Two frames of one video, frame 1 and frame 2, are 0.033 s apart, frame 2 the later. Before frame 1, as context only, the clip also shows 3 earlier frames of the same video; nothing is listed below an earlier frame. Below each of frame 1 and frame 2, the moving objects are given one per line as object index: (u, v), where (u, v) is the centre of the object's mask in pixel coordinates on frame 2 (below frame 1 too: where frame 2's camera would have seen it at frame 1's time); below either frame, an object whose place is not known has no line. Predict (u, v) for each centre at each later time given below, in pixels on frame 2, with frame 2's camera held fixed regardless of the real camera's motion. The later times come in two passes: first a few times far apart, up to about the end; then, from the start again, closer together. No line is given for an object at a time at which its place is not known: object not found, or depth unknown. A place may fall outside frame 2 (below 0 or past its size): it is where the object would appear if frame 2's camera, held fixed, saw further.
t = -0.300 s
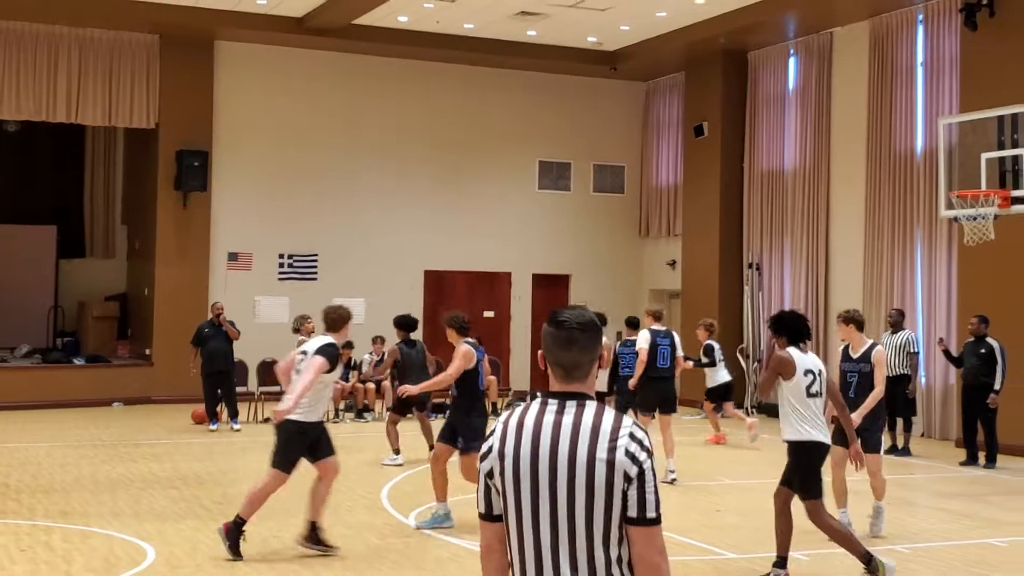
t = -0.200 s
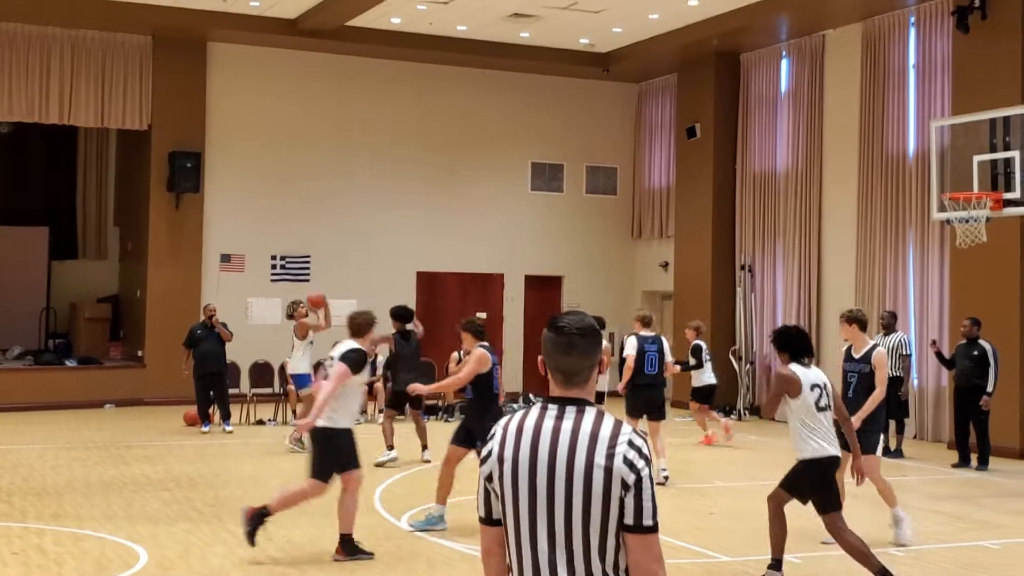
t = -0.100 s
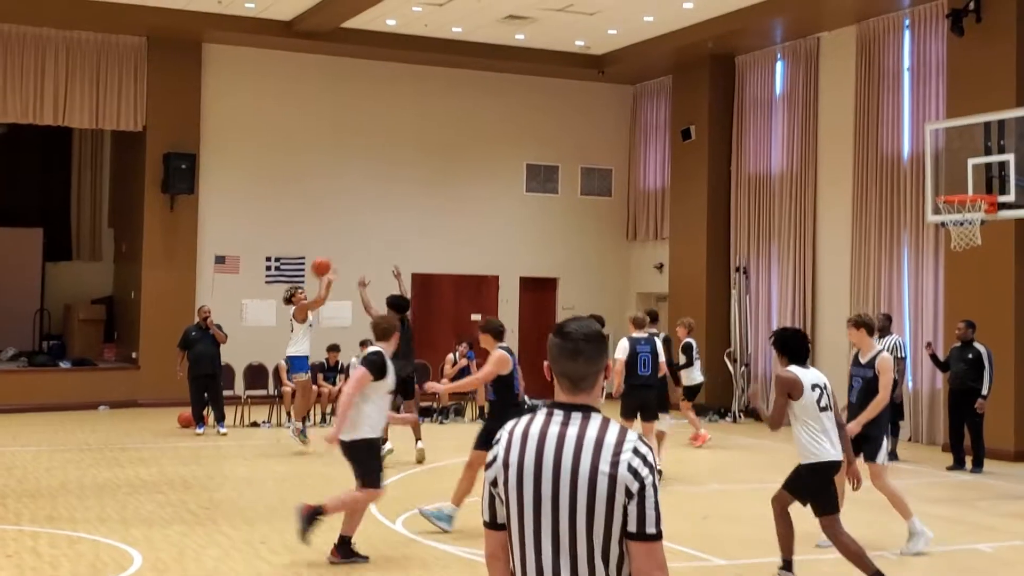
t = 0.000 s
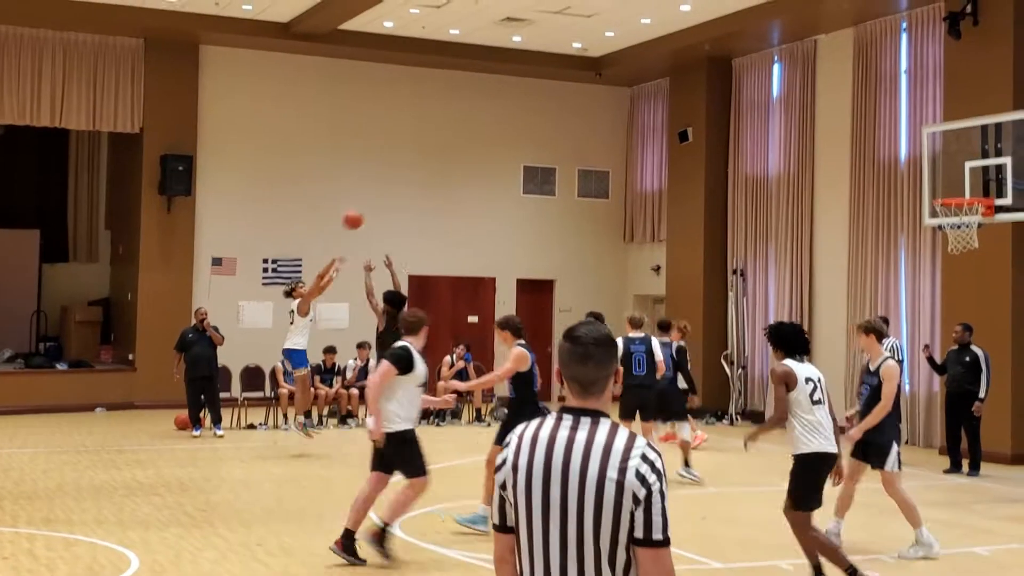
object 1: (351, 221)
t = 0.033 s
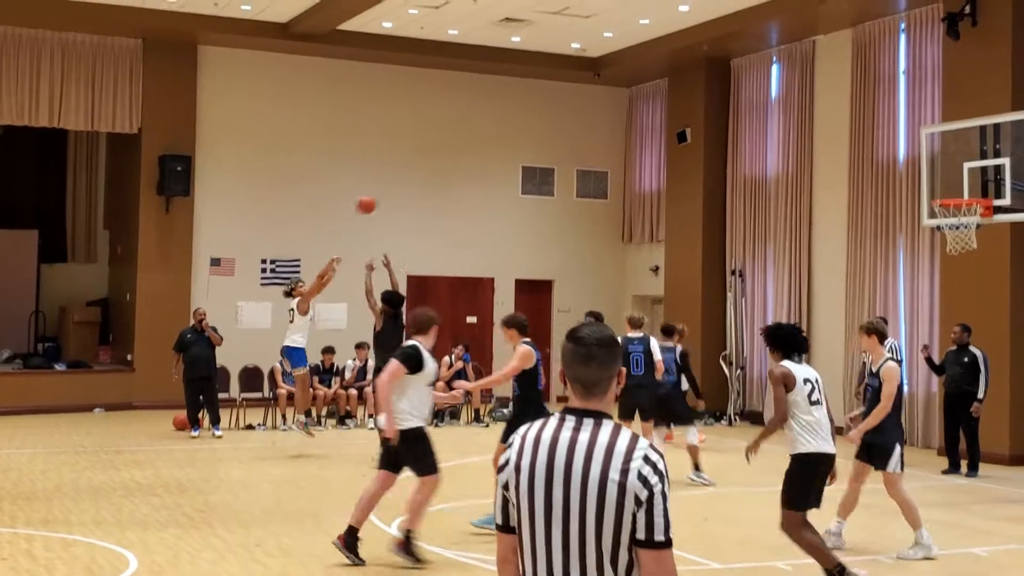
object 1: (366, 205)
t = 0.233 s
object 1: (455, 123)
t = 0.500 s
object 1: (577, 60)
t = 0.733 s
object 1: (688, 45)
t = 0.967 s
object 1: (810, 77)
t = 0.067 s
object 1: (381, 189)
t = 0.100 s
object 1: (395, 175)
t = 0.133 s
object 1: (410, 161)
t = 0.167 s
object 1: (425, 148)
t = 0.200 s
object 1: (440, 136)
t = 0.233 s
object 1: (455, 123)
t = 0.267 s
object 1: (470, 113)
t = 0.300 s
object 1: (485, 103)
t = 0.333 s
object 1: (500, 93)
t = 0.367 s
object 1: (515, 84)
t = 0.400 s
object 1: (530, 76)
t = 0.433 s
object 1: (546, 70)
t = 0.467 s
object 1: (561, 64)
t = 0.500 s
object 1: (577, 60)
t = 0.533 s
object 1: (592, 55)
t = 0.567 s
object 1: (607, 51)
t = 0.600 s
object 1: (623, 49)
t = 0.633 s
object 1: (640, 47)
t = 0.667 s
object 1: (656, 44)
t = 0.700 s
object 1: (672, 44)
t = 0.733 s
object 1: (688, 45)
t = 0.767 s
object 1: (705, 47)
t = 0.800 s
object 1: (722, 49)
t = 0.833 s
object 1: (740, 53)
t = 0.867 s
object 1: (757, 56)
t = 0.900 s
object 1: (775, 62)
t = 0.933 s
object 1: (793, 69)
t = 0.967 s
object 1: (810, 77)
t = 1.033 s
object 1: (847, 97)
